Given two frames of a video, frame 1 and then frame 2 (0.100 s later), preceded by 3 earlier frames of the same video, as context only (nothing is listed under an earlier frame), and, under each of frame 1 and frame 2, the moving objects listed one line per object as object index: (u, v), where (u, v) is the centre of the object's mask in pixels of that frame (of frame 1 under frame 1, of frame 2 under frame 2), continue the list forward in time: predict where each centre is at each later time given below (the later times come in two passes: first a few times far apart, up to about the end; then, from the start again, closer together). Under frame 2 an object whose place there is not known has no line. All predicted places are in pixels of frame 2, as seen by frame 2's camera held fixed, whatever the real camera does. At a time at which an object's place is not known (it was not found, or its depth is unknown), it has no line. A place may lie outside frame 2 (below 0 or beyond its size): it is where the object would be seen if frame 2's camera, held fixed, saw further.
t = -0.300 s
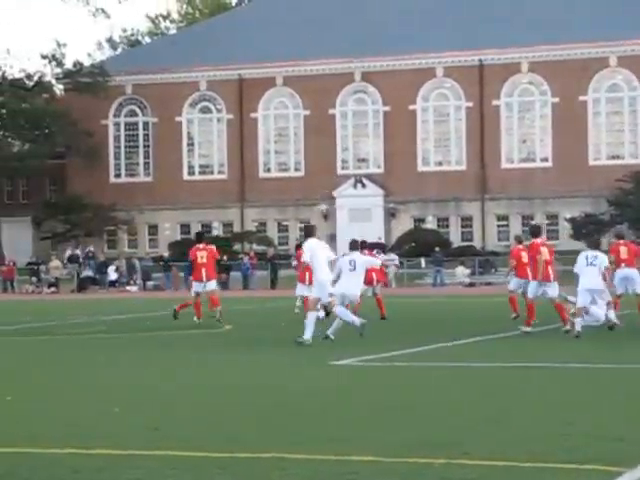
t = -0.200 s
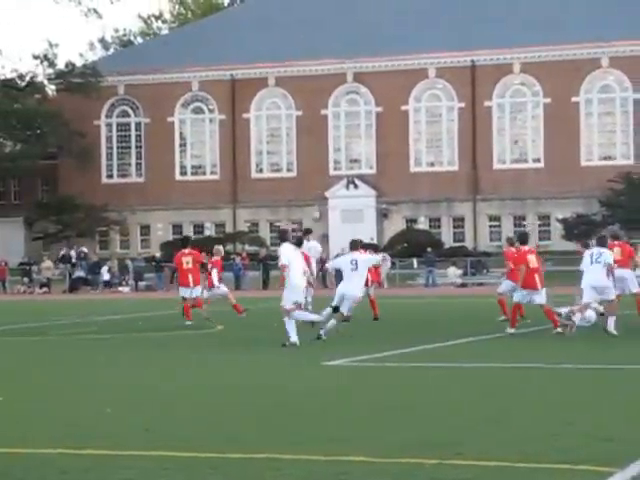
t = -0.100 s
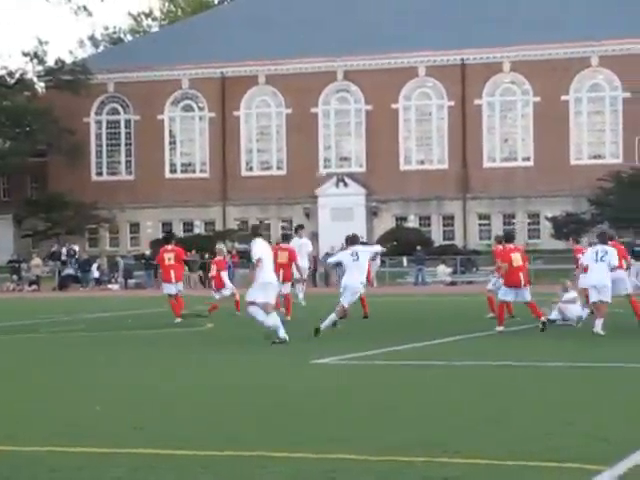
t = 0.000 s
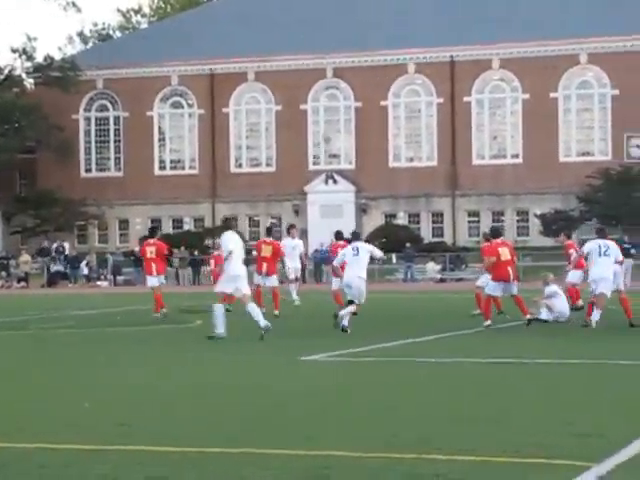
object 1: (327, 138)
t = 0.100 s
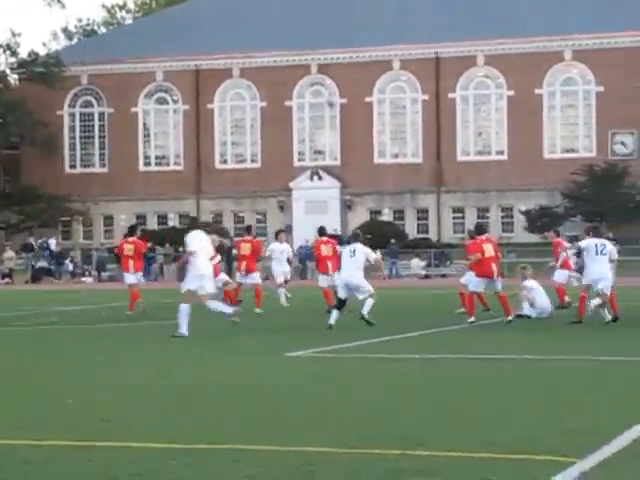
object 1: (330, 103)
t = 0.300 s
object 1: (370, 50)
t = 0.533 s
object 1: (420, 13)
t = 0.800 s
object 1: (484, 2)
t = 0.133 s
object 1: (338, 92)
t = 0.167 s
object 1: (343, 81)
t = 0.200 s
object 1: (349, 72)
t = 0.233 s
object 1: (356, 64)
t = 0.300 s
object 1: (370, 50)
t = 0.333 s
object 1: (376, 43)
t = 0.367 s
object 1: (383, 37)
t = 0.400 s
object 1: (391, 31)
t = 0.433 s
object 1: (398, 26)
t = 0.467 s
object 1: (405, 21)
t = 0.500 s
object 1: (413, 17)
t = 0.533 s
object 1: (420, 13)
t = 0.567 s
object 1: (428, 10)
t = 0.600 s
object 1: (436, 7)
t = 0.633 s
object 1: (444, 5)
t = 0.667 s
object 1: (452, 3)
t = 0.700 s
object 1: (460, 2)
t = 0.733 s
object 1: (468, 1)
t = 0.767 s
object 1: (475, 1)
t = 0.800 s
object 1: (484, 2)
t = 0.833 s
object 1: (492, 3)
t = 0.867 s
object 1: (500, 5)
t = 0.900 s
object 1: (509, 8)
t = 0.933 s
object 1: (517, 11)
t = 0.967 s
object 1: (526, 15)
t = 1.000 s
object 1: (534, 20)
